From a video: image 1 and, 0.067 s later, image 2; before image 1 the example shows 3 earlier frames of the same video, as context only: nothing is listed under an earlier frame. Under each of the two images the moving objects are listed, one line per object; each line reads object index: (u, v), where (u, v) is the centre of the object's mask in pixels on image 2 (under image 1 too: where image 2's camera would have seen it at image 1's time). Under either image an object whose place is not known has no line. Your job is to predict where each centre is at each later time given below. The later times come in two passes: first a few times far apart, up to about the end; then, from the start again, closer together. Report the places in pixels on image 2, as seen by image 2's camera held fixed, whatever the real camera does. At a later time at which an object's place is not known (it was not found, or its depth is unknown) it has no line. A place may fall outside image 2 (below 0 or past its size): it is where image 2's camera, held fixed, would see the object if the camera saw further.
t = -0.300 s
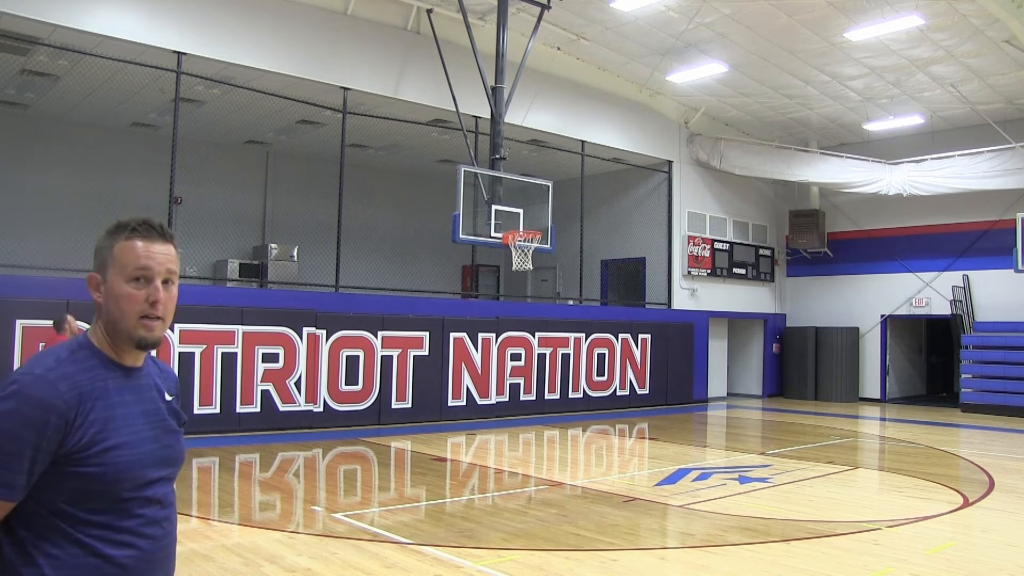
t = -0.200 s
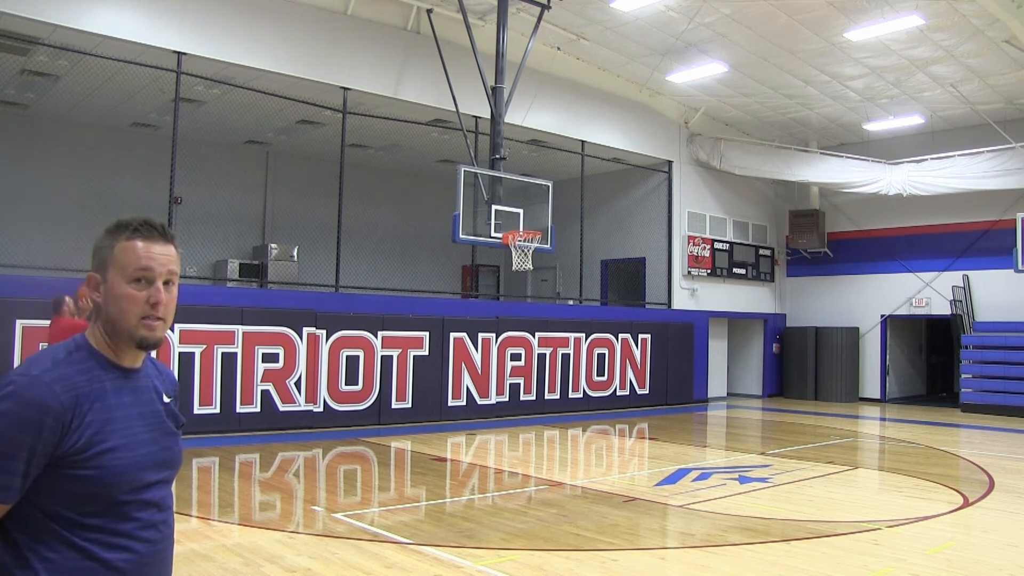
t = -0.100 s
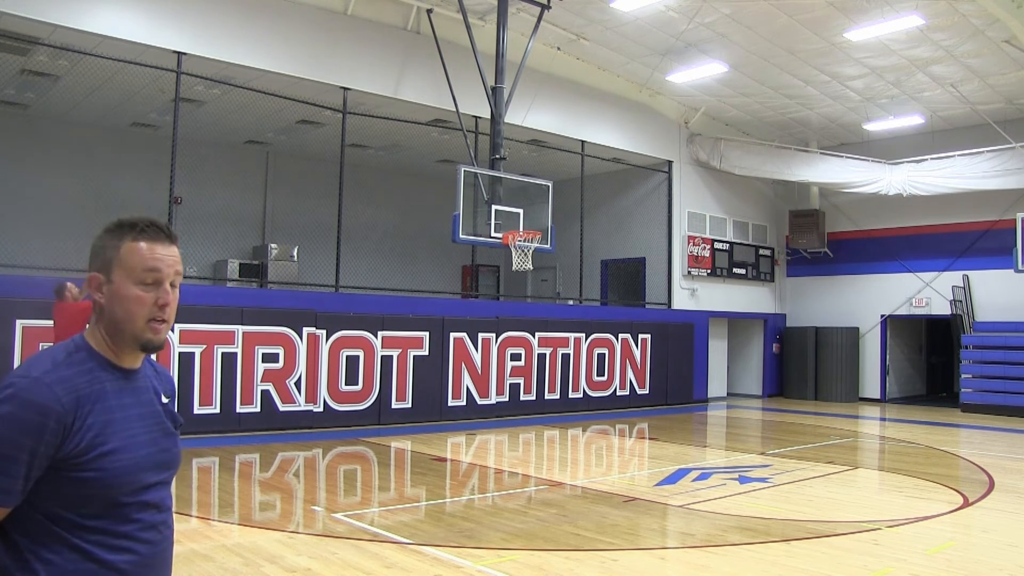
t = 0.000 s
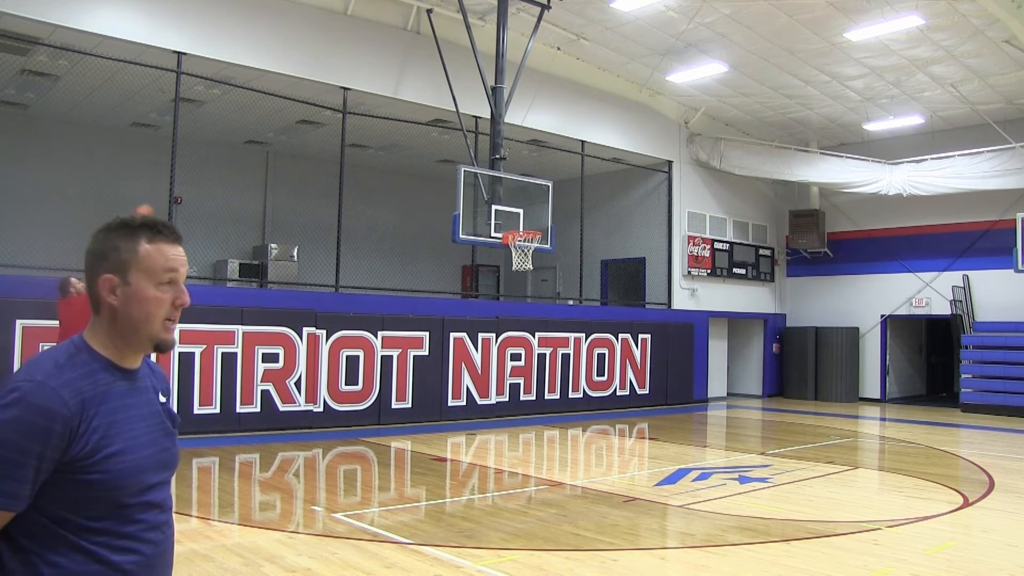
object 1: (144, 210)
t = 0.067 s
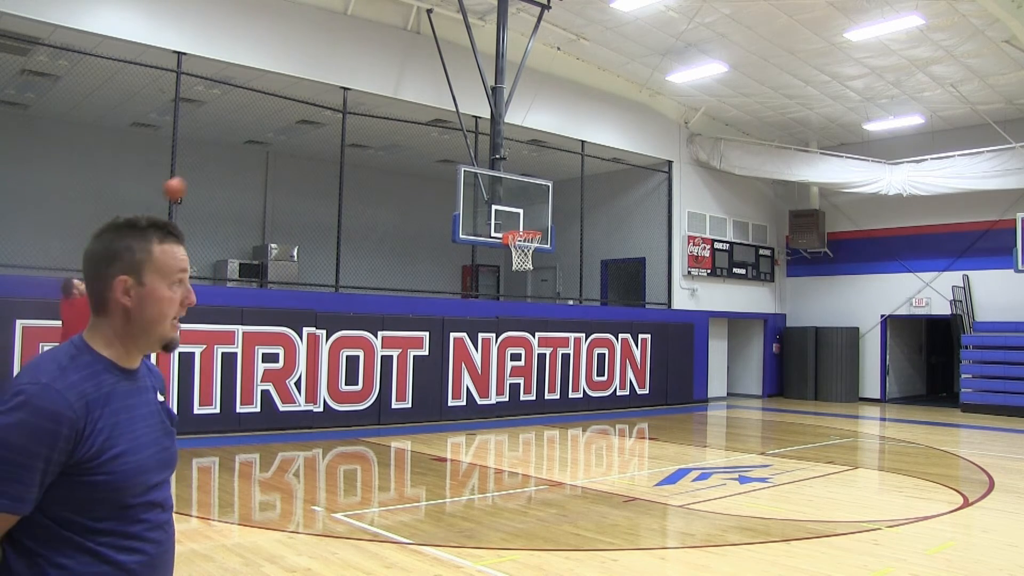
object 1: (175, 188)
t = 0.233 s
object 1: (250, 140)
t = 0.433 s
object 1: (327, 117)
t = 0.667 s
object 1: (406, 129)
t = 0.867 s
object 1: (466, 168)
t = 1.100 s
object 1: (528, 241)
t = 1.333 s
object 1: (541, 262)
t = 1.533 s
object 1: (546, 299)
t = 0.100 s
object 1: (190, 176)
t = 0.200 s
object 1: (235, 147)
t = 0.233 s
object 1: (250, 140)
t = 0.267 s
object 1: (263, 134)
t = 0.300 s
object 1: (277, 128)
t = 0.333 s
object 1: (289, 124)
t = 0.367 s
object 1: (302, 121)
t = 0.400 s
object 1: (315, 118)
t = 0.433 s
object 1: (327, 117)
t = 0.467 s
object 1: (339, 116)
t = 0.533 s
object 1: (362, 117)
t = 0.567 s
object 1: (374, 119)
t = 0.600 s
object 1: (385, 122)
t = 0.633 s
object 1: (395, 125)
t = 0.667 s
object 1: (406, 129)
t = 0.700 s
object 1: (417, 134)
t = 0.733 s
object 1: (427, 139)
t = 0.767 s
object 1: (437, 145)
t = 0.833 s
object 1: (456, 160)
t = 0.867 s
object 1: (466, 168)
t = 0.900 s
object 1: (475, 177)
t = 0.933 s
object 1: (485, 187)
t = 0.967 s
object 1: (494, 196)
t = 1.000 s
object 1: (502, 206)
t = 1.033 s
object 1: (510, 218)
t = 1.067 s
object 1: (519, 226)
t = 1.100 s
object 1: (528, 241)
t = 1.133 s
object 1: (534, 251)
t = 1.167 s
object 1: (536, 253)
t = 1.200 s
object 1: (537, 254)
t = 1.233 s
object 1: (537, 254)
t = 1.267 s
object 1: (538, 256)
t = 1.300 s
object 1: (539, 259)
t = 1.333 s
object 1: (541, 262)
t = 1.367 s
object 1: (541, 266)
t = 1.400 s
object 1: (542, 272)
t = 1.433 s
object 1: (544, 277)
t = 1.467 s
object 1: (544, 283)
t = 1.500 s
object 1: (545, 291)
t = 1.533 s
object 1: (546, 299)
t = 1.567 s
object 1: (546, 308)
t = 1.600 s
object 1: (547, 317)
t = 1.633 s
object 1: (549, 327)
